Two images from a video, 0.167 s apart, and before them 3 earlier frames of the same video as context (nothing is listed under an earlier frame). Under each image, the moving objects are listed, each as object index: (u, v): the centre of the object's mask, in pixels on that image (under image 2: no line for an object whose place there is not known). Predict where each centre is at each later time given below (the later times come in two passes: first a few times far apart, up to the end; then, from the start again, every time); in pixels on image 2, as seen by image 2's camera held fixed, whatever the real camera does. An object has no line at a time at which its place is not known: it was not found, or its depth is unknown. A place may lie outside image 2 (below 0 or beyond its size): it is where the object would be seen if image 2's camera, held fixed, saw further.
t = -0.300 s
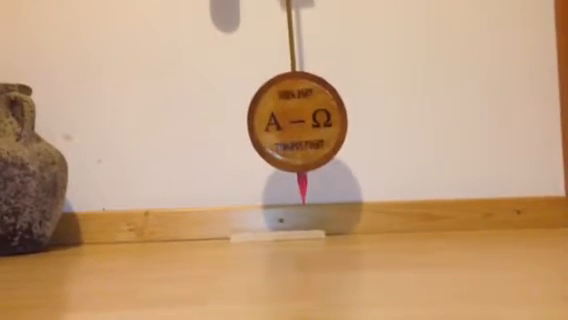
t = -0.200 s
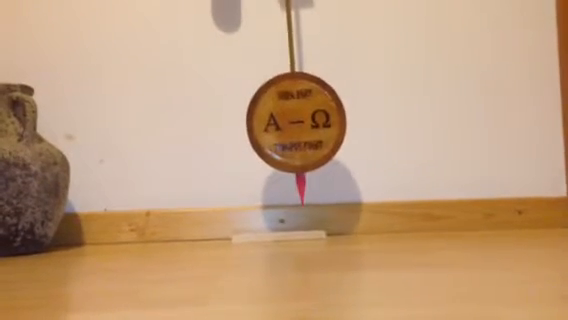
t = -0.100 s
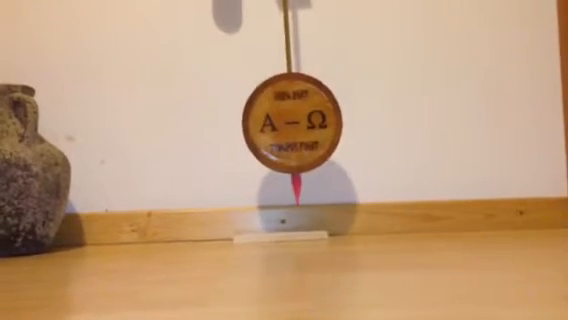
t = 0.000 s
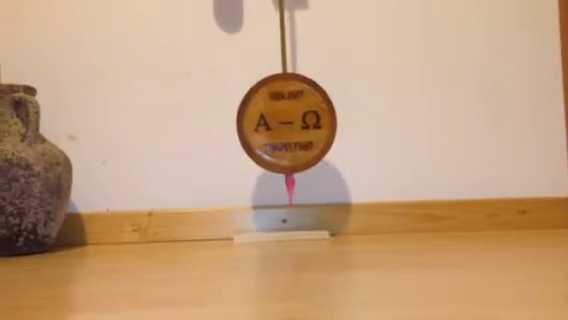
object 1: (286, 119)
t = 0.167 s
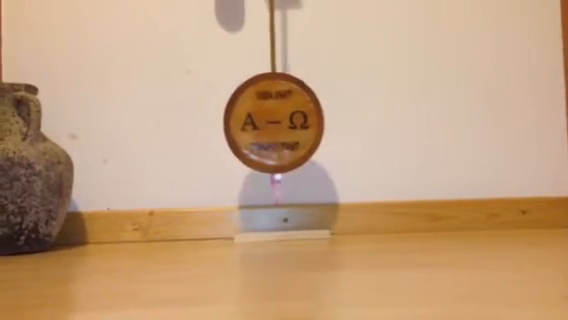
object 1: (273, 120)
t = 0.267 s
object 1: (265, 120)
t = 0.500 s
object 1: (249, 120)
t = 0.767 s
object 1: (248, 120)
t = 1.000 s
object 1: (261, 120)
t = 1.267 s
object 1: (284, 120)
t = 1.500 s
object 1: (299, 120)
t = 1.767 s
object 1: (301, 120)
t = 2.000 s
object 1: (288, 121)
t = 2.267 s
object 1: (265, 122)
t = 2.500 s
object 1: (249, 122)
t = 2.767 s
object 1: (247, 122)
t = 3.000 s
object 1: (260, 122)
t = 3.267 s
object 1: (283, 121)
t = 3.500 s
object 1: (299, 121)
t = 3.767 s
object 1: (300, 121)
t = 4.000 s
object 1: (288, 122)
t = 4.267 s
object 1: (265, 122)
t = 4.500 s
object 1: (249, 122)
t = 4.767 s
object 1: (247, 122)
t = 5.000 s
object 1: (261, 122)
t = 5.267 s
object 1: (284, 121)
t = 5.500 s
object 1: (299, 121)
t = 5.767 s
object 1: (301, 121)
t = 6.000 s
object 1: (288, 122)
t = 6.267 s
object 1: (265, 123)
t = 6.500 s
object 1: (250, 124)
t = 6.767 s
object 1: (248, 123)
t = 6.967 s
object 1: (259, 123)
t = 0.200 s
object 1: (270, 120)
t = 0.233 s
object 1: (268, 120)
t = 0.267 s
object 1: (265, 120)
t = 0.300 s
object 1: (262, 120)
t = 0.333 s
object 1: (260, 120)
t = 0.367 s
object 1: (257, 120)
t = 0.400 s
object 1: (255, 120)
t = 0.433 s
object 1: (253, 120)
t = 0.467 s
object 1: (251, 120)
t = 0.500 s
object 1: (249, 120)
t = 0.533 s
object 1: (248, 120)
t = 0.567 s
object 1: (247, 120)
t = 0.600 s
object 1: (246, 120)
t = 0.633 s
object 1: (246, 120)
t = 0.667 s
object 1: (246, 120)
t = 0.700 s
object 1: (246, 121)
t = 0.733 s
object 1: (247, 120)
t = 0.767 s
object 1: (248, 120)
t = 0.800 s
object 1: (249, 120)
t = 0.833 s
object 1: (250, 120)
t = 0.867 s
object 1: (252, 120)
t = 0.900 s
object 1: (254, 120)
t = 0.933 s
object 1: (256, 120)
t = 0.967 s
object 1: (258, 120)
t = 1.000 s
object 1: (261, 120)
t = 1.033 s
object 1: (263, 121)
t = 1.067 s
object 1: (266, 121)
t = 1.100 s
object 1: (269, 120)
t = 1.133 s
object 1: (272, 121)
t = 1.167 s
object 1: (275, 120)
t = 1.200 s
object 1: (278, 120)
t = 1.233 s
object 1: (281, 120)
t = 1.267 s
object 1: (284, 120)
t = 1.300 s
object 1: (286, 120)
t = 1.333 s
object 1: (289, 120)
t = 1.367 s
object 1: (291, 120)
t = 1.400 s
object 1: (293, 120)
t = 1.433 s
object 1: (295, 120)
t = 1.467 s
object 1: (297, 120)
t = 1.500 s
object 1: (299, 120)
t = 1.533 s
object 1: (300, 120)
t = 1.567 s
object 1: (301, 120)
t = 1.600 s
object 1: (302, 120)
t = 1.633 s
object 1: (302, 120)
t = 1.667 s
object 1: (302, 120)
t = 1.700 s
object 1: (302, 120)
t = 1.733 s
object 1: (301, 120)
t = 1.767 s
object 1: (301, 120)
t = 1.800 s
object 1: (299, 120)
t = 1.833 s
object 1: (298, 120)
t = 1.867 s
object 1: (296, 120)
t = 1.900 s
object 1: (294, 120)
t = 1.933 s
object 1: (292, 121)
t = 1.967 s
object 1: (290, 121)
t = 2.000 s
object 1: (288, 121)
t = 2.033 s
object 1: (285, 121)
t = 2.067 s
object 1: (282, 121)
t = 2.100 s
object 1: (279, 121)
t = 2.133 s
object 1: (276, 121)
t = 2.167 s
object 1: (273, 121)
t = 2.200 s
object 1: (271, 121)
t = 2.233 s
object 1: (268, 122)
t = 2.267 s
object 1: (265, 122)
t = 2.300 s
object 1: (262, 122)
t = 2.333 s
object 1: (259, 122)
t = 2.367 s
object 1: (257, 122)
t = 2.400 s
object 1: (255, 122)
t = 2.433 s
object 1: (253, 122)
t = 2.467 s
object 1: (251, 122)
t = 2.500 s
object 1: (249, 122)
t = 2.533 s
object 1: (248, 122)
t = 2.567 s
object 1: (247, 122)
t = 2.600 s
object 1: (246, 121)
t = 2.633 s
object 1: (246, 121)
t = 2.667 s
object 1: (246, 121)
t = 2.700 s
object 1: (246, 121)
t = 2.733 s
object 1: (247, 121)
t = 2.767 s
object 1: (247, 122)
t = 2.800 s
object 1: (249, 122)
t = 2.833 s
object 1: (250, 121)
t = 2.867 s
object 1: (251, 122)
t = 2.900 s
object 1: (254, 122)
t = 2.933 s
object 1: (256, 121)
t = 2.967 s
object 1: (258, 121)
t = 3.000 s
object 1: (260, 122)
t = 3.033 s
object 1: (263, 121)
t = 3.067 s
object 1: (266, 122)
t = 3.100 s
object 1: (269, 122)
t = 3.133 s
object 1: (272, 122)
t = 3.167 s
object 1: (275, 122)
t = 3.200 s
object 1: (278, 122)
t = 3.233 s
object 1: (281, 122)
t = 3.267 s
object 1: (283, 121)
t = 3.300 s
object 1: (286, 121)
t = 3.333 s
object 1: (289, 121)
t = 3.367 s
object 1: (291, 121)
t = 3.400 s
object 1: (293, 121)
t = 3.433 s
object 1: (295, 121)
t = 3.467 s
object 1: (297, 121)
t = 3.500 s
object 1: (299, 121)
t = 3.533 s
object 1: (300, 121)
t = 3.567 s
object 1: (301, 121)
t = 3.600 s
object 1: (302, 121)
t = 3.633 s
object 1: (302, 121)
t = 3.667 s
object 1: (302, 121)
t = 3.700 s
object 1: (302, 121)
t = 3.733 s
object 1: (301, 121)
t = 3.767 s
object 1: (300, 121)
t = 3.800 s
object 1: (300, 121)
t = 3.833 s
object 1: (298, 121)
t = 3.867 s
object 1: (297, 121)
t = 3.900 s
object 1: (295, 121)
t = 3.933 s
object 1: (292, 121)
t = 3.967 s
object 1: (290, 122)
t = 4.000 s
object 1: (288, 122)
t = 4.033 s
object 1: (285, 122)
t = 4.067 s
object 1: (282, 122)
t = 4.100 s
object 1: (279, 122)
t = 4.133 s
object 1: (276, 122)
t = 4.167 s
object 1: (274, 122)
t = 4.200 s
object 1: (271, 122)
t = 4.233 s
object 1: (268, 122)
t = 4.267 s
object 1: (265, 122)
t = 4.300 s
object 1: (262, 122)
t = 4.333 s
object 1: (259, 122)
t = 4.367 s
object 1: (257, 123)
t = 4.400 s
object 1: (255, 122)
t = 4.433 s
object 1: (253, 122)
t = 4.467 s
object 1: (251, 122)
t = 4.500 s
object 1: (249, 122)
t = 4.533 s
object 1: (248, 122)
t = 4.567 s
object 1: (247, 122)
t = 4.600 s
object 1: (246, 122)
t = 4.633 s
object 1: (246, 122)
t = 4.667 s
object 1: (246, 122)
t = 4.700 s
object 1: (246, 122)
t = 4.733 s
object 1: (247, 122)
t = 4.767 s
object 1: (247, 122)
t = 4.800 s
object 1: (248, 122)
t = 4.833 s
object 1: (250, 122)
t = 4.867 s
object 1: (252, 122)
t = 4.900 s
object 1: (254, 121)
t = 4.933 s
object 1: (256, 122)
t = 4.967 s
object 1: (258, 122)
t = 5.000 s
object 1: (261, 122)
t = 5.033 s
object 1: (263, 121)
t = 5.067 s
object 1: (266, 122)
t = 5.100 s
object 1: (269, 122)
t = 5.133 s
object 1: (272, 122)
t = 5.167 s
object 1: (275, 121)
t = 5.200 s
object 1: (278, 121)
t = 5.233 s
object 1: (281, 121)
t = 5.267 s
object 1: (284, 121)
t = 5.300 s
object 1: (287, 121)
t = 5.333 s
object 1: (289, 121)
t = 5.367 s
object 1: (292, 121)
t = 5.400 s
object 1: (294, 121)
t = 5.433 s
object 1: (296, 121)
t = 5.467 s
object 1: (297, 121)
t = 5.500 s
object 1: (299, 121)
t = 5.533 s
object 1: (300, 121)
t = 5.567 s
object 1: (301, 121)
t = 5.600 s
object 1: (302, 121)
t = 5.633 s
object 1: (302, 121)
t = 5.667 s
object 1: (302, 121)
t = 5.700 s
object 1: (302, 121)
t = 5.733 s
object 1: (302, 121)
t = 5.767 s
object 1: (301, 121)
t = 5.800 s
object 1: (300, 122)
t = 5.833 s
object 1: (298, 122)
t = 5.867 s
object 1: (297, 122)
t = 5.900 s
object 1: (295, 122)
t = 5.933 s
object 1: (293, 122)
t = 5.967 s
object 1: (290, 122)
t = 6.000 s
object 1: (288, 122)
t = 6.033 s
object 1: (285, 122)
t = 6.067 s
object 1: (282, 122)
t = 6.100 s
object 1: (279, 122)
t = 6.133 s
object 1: (277, 122)
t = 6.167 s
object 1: (273, 123)
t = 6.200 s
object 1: (271, 123)
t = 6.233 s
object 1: (268, 123)
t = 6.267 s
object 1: (265, 123)
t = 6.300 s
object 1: (262, 123)
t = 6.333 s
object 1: (260, 123)
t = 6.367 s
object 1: (257, 123)
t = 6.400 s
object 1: (255, 123)
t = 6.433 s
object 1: (253, 123)
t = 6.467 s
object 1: (251, 123)
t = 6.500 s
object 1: (250, 124)
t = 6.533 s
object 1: (249, 123)
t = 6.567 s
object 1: (247, 123)
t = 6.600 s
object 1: (246, 123)
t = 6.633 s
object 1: (246, 123)
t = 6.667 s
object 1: (246, 123)
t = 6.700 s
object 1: (246, 123)
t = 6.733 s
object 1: (247, 123)
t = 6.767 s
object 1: (248, 123)
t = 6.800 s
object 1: (249, 123)
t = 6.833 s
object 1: (250, 123)
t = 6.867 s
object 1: (252, 123)
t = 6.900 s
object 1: (254, 123)
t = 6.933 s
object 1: (257, 123)
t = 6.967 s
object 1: (259, 123)
